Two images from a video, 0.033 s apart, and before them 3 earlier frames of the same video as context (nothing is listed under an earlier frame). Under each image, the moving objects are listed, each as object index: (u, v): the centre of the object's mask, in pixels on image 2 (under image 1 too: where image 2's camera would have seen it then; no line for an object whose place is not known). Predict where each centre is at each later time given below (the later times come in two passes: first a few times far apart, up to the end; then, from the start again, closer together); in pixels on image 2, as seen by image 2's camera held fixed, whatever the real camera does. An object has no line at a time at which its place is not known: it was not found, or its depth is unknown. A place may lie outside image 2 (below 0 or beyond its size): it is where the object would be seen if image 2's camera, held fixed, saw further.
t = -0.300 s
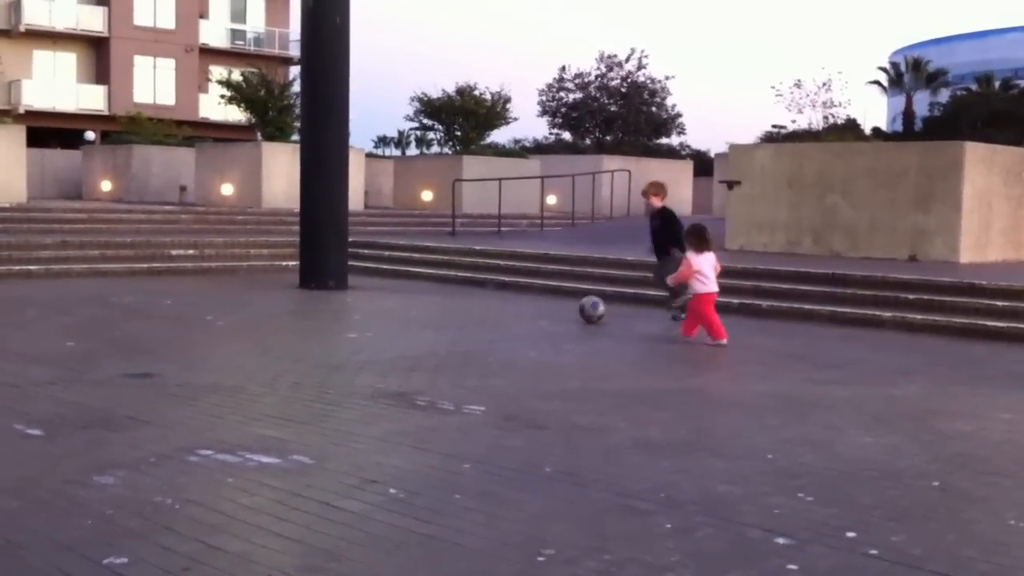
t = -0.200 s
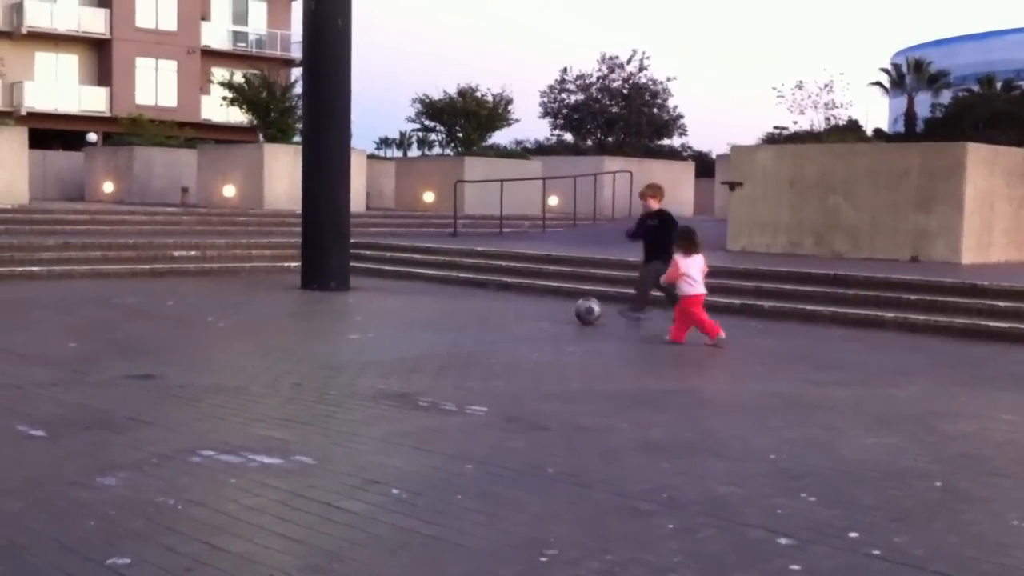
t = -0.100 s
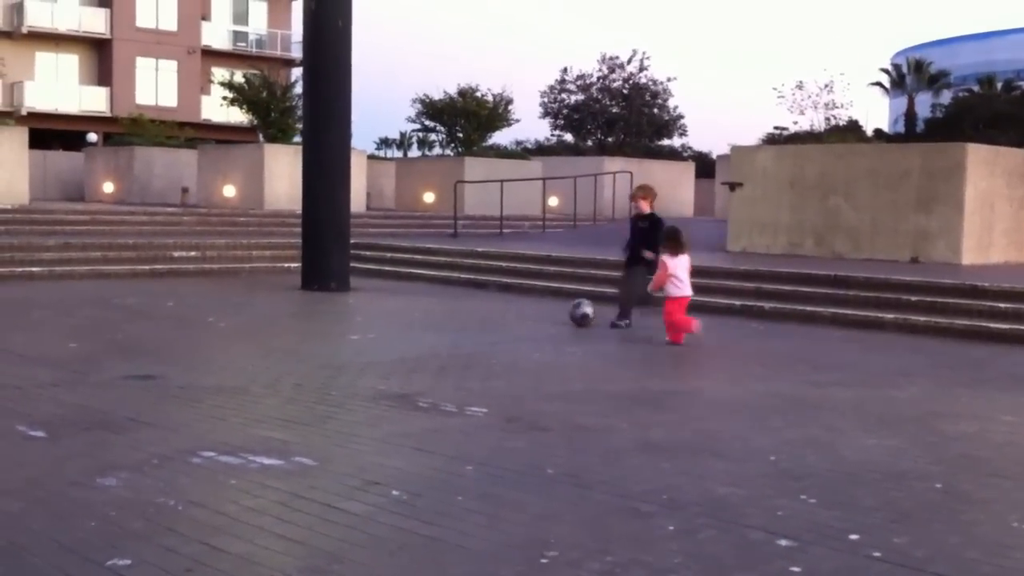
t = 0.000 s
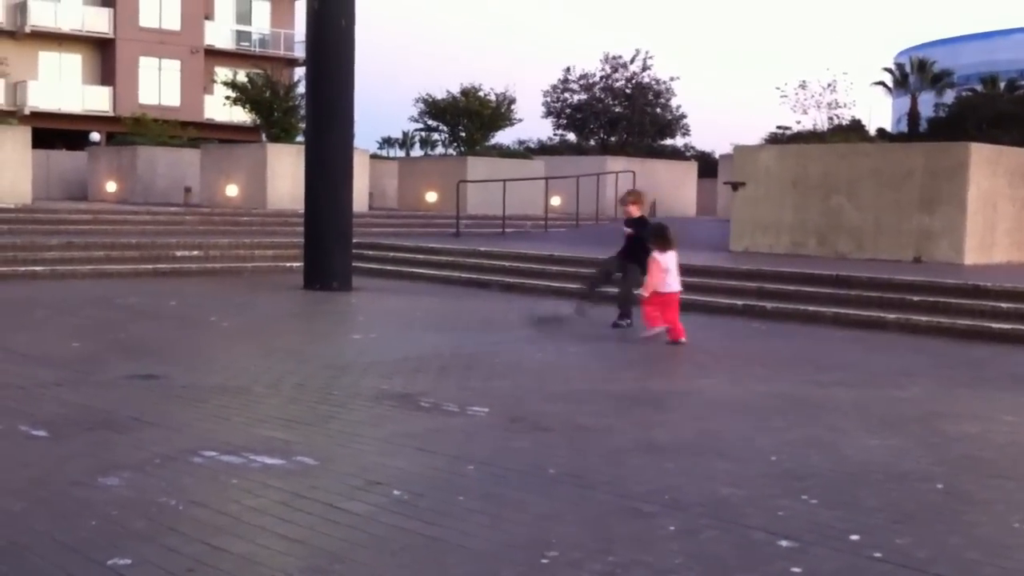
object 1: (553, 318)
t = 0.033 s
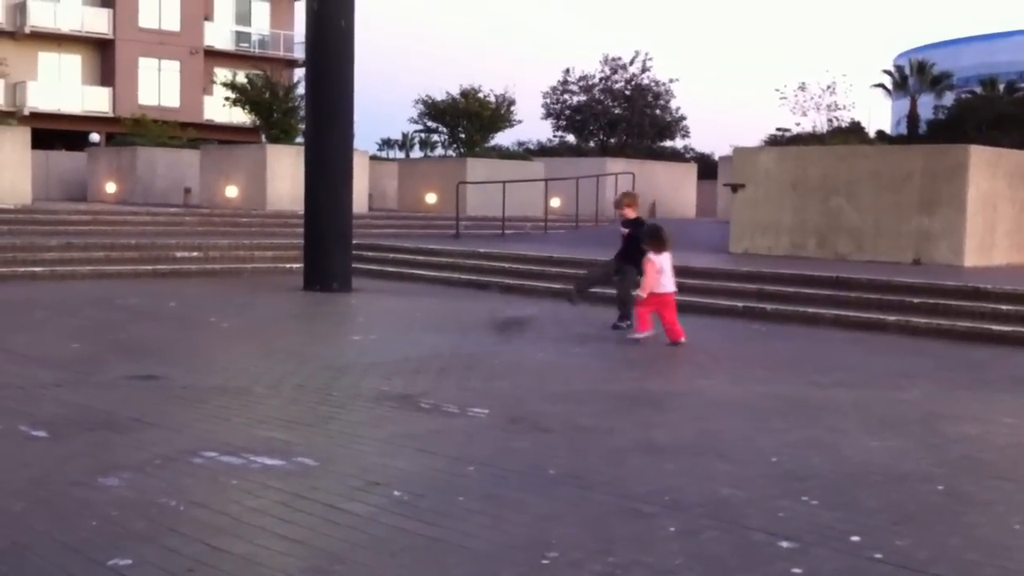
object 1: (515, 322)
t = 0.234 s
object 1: (291, 329)
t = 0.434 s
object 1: (45, 334)
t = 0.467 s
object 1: (1, 337)
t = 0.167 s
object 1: (367, 324)
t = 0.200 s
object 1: (328, 329)
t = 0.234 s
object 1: (291, 329)
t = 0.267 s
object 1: (252, 326)
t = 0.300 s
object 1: (208, 329)
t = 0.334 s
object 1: (168, 330)
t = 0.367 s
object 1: (129, 333)
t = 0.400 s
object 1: (87, 333)
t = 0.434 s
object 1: (45, 334)
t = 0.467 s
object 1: (1, 337)
